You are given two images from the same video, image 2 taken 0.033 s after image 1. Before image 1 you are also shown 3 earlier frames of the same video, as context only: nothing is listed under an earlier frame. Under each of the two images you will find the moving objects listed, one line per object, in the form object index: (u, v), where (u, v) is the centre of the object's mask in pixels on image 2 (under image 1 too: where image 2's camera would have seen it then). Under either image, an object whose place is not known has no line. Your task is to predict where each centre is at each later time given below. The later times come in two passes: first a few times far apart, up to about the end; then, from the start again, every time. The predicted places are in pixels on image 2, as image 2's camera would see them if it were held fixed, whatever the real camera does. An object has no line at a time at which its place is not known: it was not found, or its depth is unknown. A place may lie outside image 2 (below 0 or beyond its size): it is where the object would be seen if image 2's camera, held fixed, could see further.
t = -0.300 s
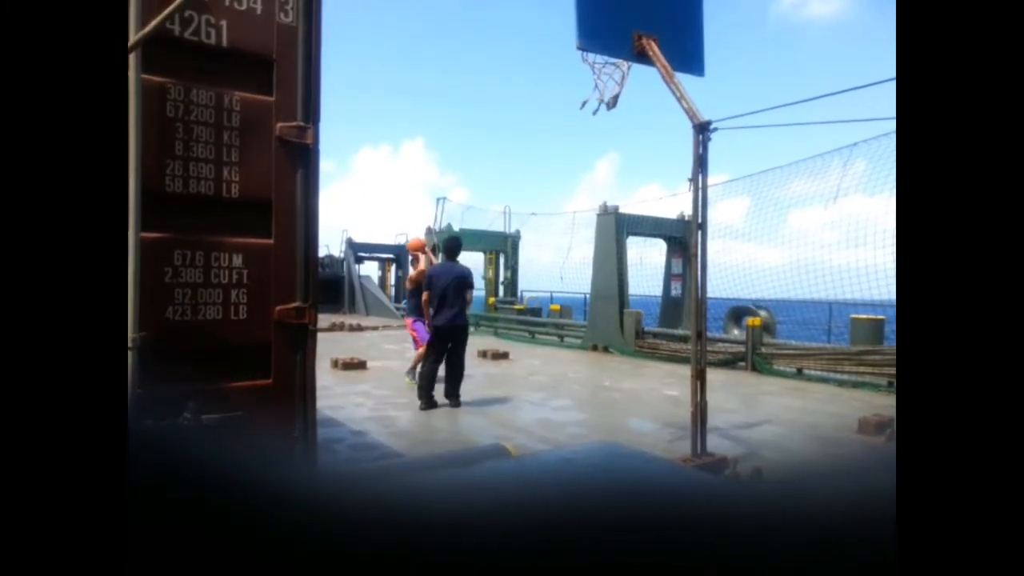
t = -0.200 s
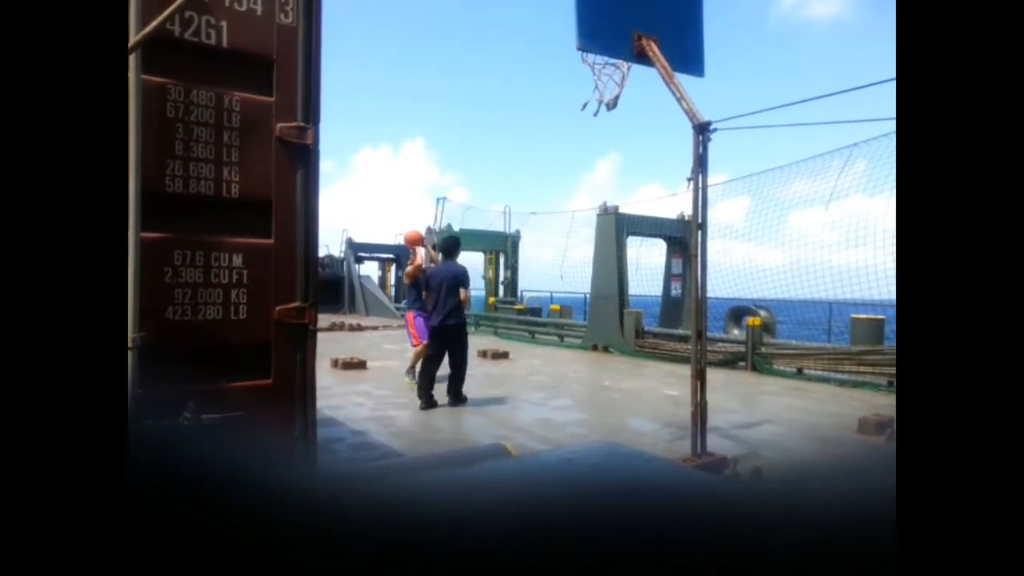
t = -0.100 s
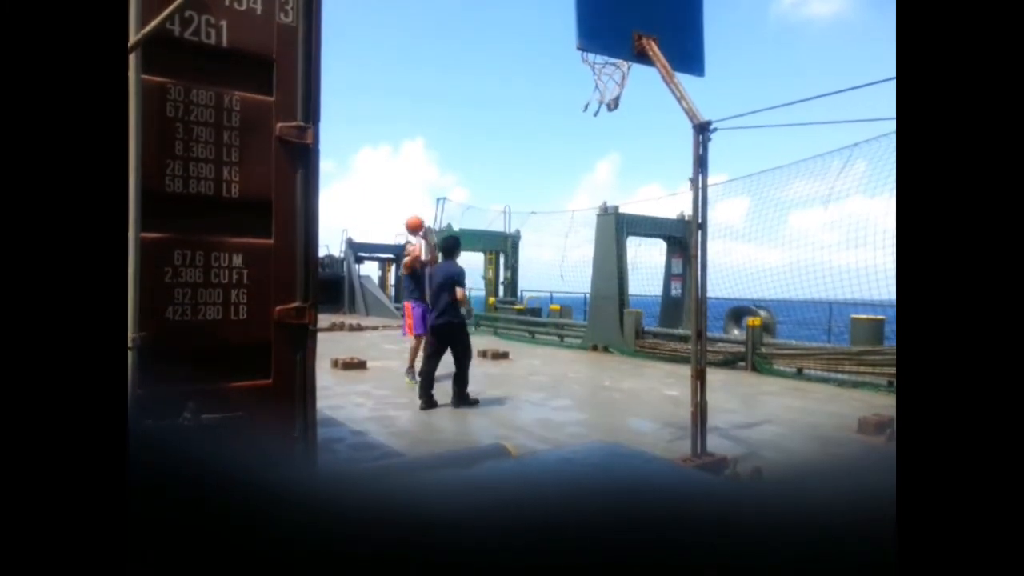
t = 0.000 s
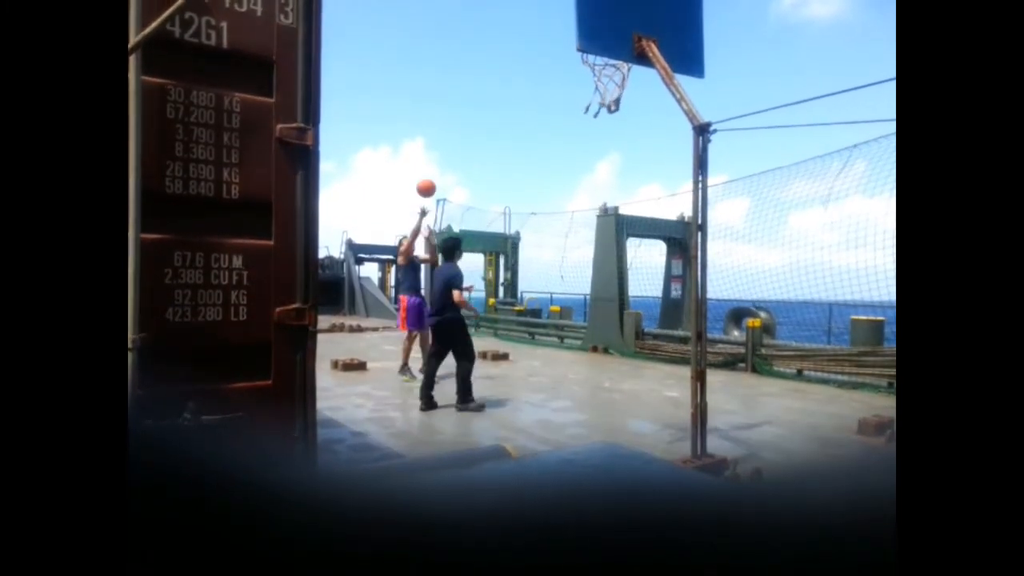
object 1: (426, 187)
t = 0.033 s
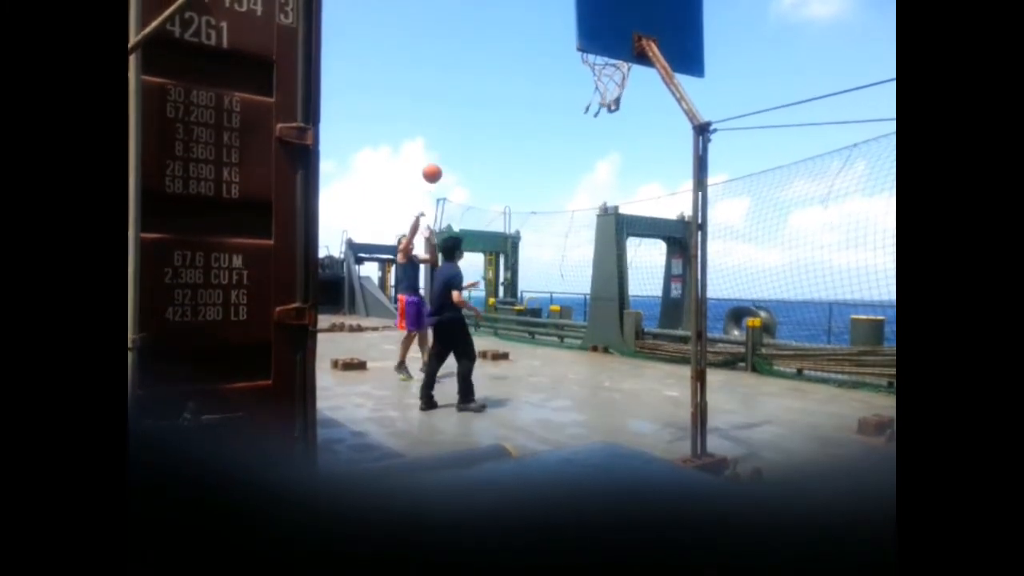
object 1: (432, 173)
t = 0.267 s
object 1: (477, 86)
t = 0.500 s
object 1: (531, 26)
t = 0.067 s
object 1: (438, 159)
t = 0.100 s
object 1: (444, 146)
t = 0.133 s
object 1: (450, 133)
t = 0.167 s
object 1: (457, 120)
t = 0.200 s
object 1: (463, 108)
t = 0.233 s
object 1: (470, 96)
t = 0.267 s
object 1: (477, 86)
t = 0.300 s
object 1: (484, 75)
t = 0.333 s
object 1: (491, 65)
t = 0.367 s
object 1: (499, 56)
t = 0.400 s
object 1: (507, 47)
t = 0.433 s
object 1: (515, 39)
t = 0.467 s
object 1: (523, 32)
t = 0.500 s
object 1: (531, 26)
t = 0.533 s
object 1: (539, 20)
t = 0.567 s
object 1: (549, 15)
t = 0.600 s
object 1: (558, 12)
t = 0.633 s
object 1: (565, 11)
